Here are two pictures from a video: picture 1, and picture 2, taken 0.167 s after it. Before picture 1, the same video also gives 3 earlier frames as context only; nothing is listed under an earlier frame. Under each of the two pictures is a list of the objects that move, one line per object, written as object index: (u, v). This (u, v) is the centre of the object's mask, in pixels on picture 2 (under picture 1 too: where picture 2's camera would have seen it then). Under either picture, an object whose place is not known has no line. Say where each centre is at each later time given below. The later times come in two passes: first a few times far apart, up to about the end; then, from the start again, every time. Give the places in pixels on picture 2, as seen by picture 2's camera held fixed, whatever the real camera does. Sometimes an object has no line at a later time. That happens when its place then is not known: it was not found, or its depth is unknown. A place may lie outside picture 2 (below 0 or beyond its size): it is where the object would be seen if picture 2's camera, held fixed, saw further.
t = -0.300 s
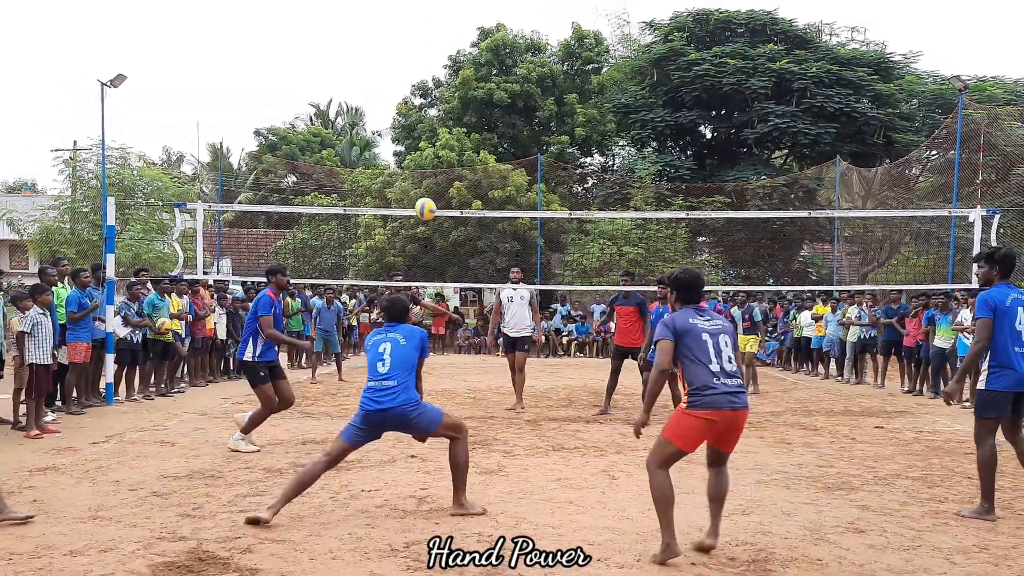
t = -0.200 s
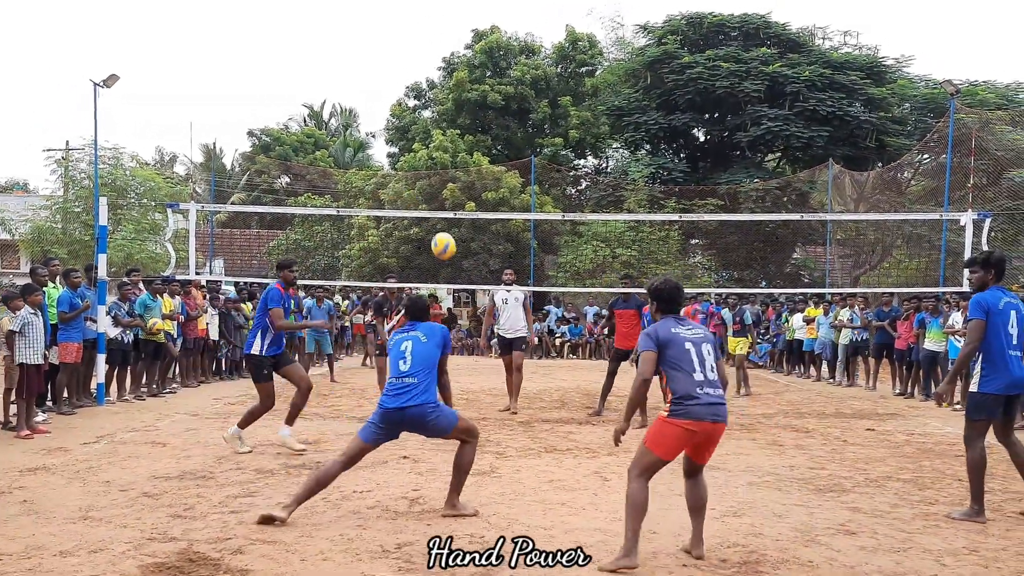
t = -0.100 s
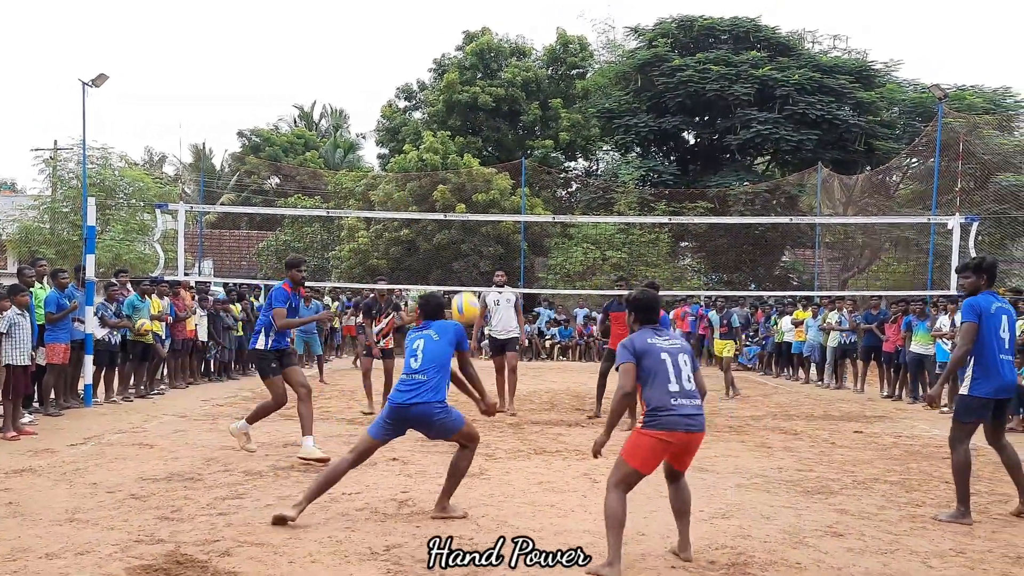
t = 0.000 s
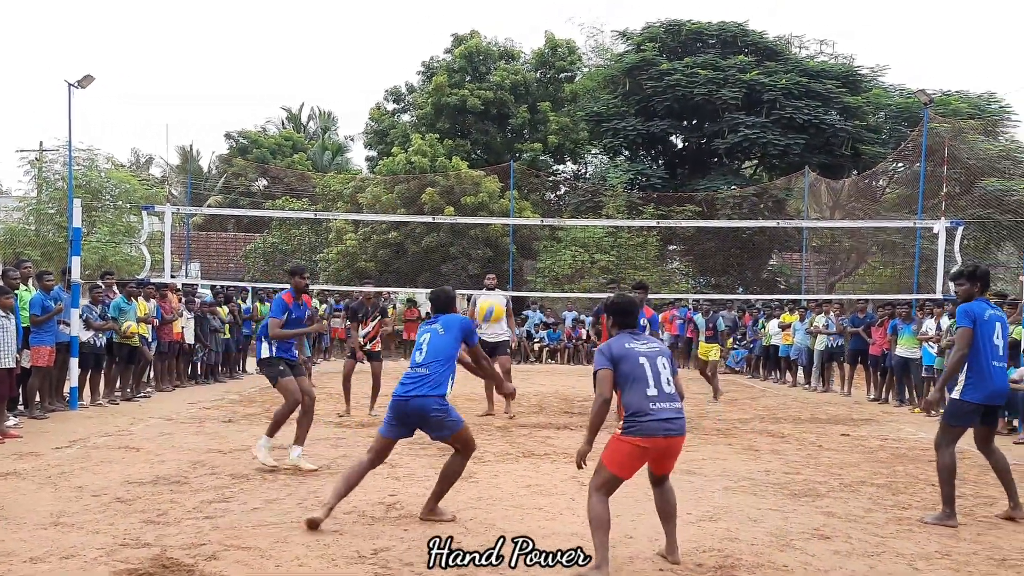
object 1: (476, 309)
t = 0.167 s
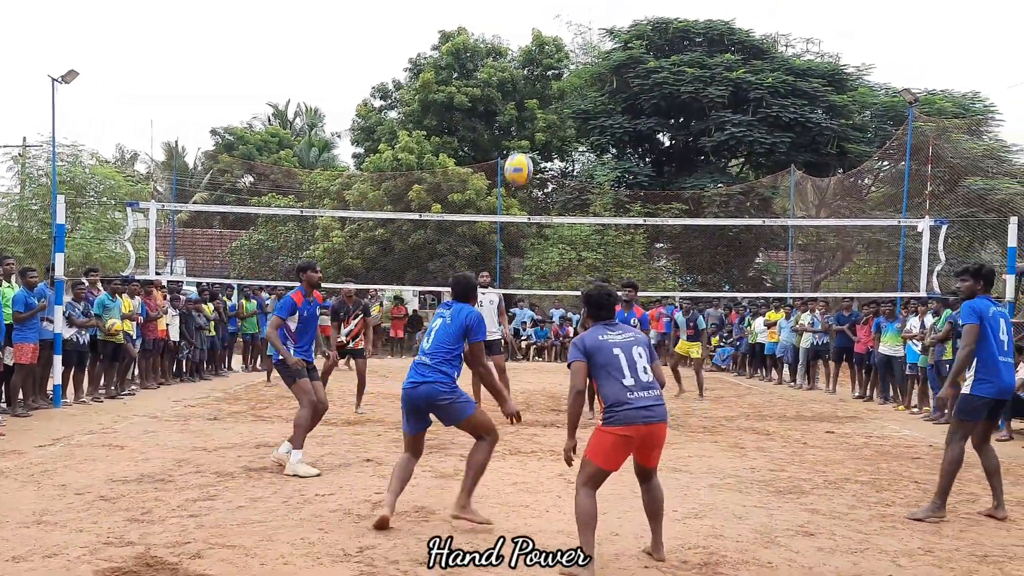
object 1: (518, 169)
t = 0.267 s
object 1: (538, 110)
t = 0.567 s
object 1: (582, 34)
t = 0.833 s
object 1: (611, 52)
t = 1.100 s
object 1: (633, 129)
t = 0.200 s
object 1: (525, 148)
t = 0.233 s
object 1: (532, 127)
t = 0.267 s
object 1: (538, 110)
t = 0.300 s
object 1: (544, 96)
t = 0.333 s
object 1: (549, 82)
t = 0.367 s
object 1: (554, 70)
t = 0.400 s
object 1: (559, 61)
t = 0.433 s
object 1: (564, 53)
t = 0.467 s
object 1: (570, 46)
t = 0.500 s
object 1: (574, 40)
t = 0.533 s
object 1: (578, 37)
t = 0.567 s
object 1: (582, 34)
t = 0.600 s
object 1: (586, 32)
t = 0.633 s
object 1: (590, 31)
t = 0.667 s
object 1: (594, 33)
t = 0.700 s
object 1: (597, 34)
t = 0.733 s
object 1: (601, 37)
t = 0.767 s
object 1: (604, 40)
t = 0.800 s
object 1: (608, 46)
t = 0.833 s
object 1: (611, 52)
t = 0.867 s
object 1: (614, 59)
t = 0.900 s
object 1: (617, 67)
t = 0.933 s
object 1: (620, 75)
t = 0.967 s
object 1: (623, 84)
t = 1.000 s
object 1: (626, 95)
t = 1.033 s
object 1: (628, 105)
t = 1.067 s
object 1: (630, 118)
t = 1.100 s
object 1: (633, 129)
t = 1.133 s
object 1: (635, 142)
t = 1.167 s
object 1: (637, 155)
